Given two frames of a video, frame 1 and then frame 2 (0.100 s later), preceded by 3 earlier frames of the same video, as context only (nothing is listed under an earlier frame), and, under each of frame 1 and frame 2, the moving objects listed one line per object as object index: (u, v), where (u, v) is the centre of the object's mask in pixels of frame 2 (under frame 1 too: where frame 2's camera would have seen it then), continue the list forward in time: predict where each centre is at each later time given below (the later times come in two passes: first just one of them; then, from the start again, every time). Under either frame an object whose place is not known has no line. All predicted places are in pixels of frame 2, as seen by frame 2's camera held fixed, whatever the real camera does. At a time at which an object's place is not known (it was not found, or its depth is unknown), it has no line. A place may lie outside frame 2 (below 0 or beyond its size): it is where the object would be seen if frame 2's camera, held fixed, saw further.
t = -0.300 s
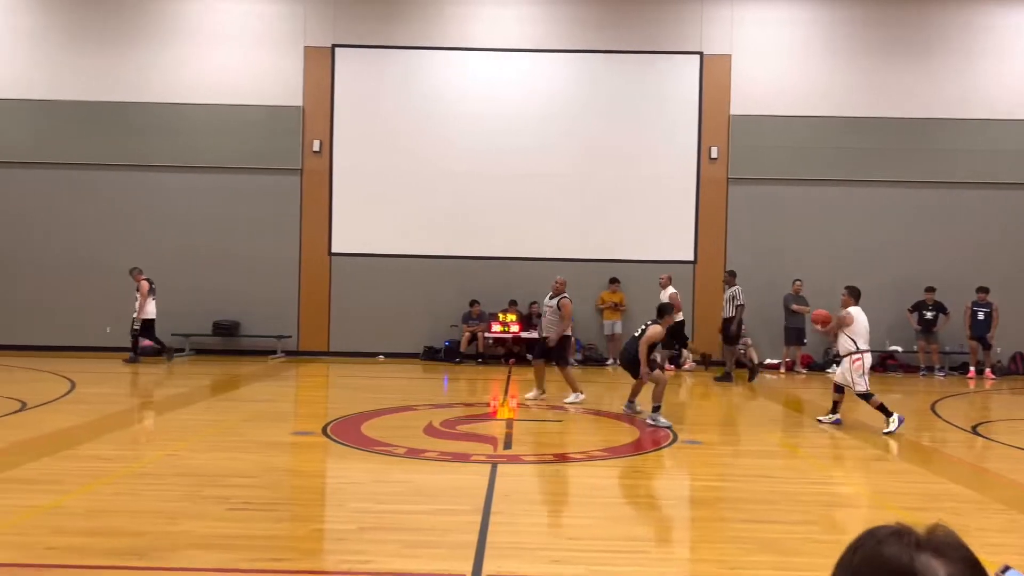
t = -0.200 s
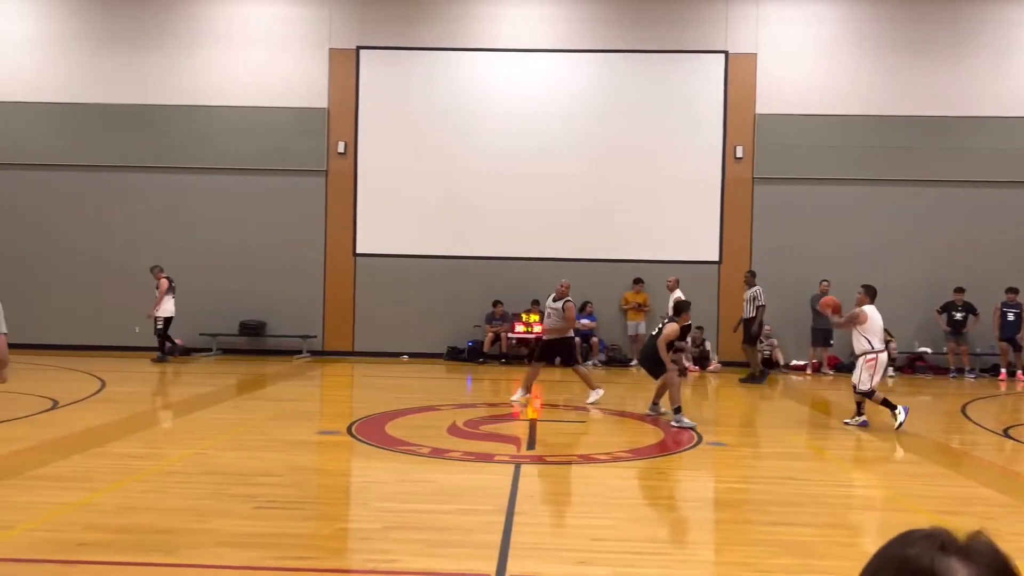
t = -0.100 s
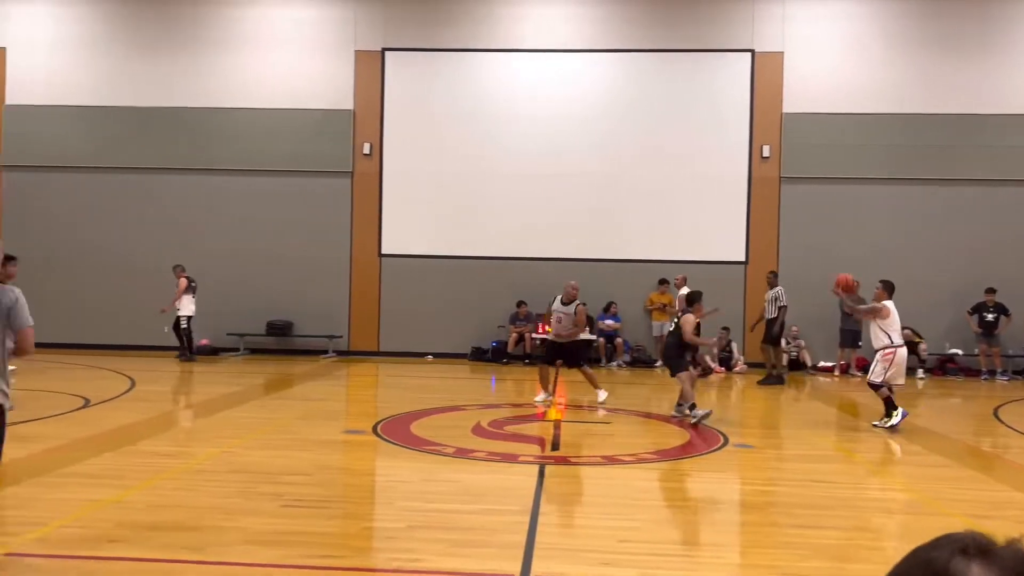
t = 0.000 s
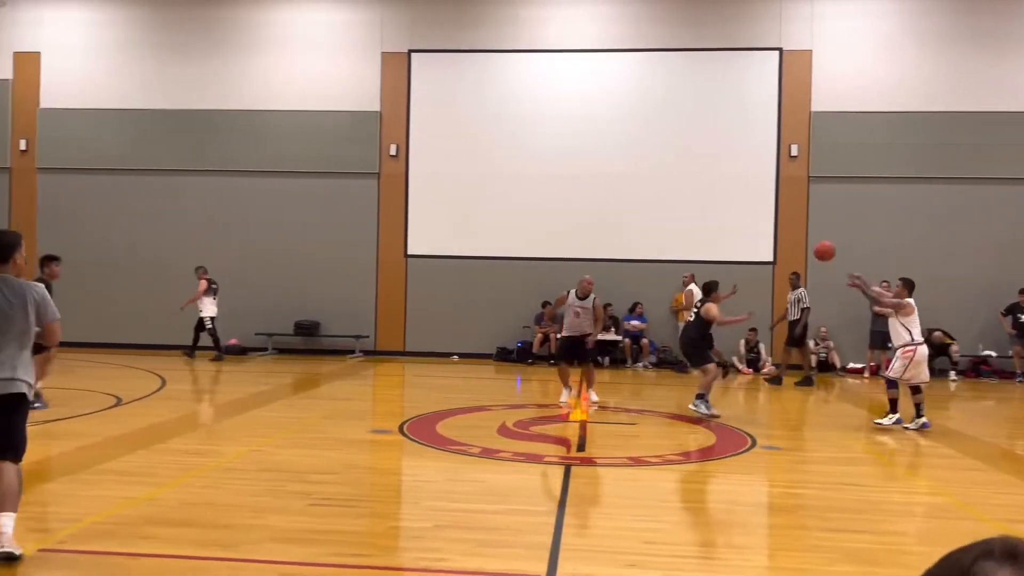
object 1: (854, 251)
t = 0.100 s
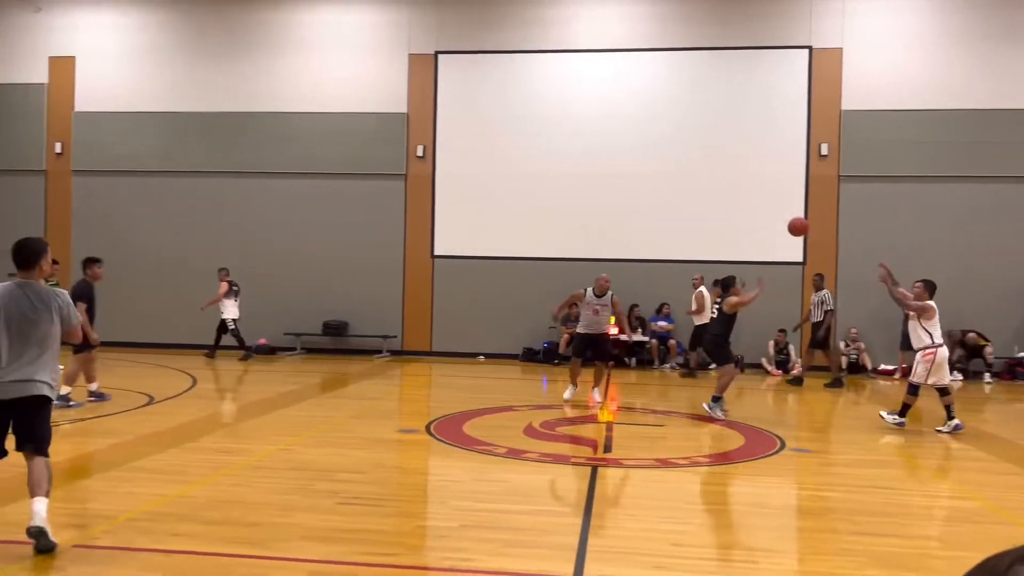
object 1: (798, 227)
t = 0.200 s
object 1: (745, 211)
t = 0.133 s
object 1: (780, 220)
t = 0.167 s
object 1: (762, 215)
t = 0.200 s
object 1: (745, 211)
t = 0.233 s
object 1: (728, 208)
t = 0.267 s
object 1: (719, 207)
